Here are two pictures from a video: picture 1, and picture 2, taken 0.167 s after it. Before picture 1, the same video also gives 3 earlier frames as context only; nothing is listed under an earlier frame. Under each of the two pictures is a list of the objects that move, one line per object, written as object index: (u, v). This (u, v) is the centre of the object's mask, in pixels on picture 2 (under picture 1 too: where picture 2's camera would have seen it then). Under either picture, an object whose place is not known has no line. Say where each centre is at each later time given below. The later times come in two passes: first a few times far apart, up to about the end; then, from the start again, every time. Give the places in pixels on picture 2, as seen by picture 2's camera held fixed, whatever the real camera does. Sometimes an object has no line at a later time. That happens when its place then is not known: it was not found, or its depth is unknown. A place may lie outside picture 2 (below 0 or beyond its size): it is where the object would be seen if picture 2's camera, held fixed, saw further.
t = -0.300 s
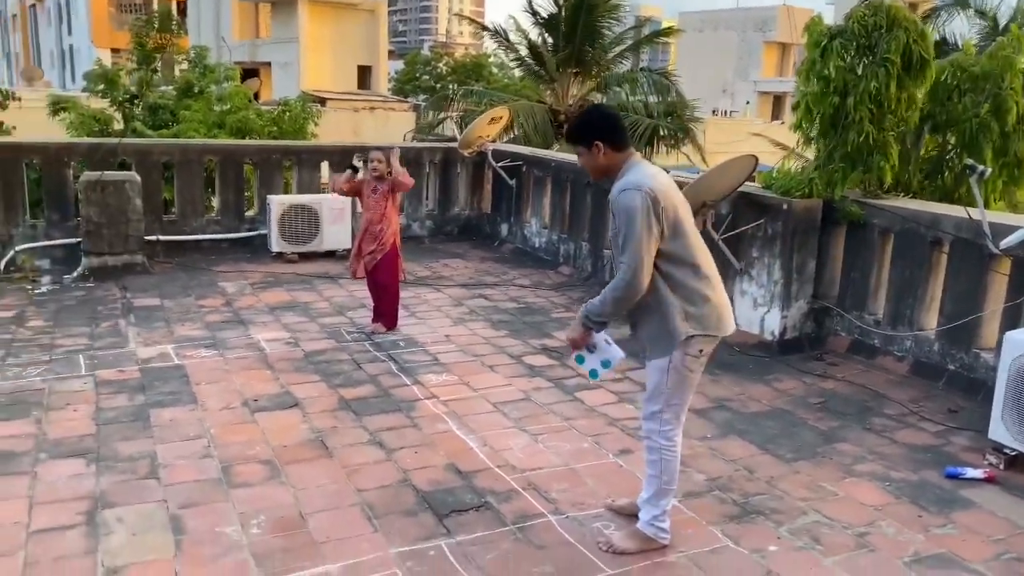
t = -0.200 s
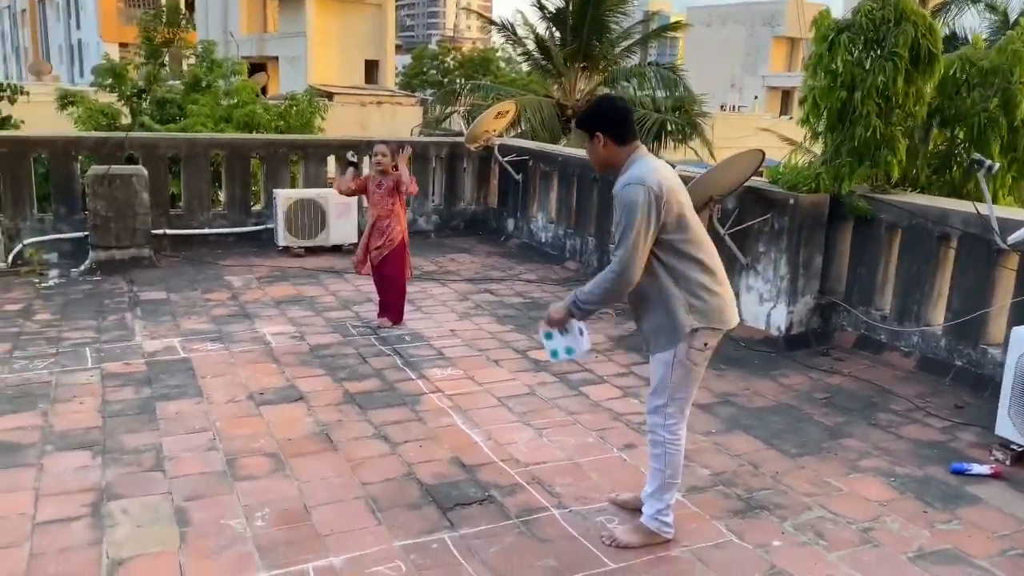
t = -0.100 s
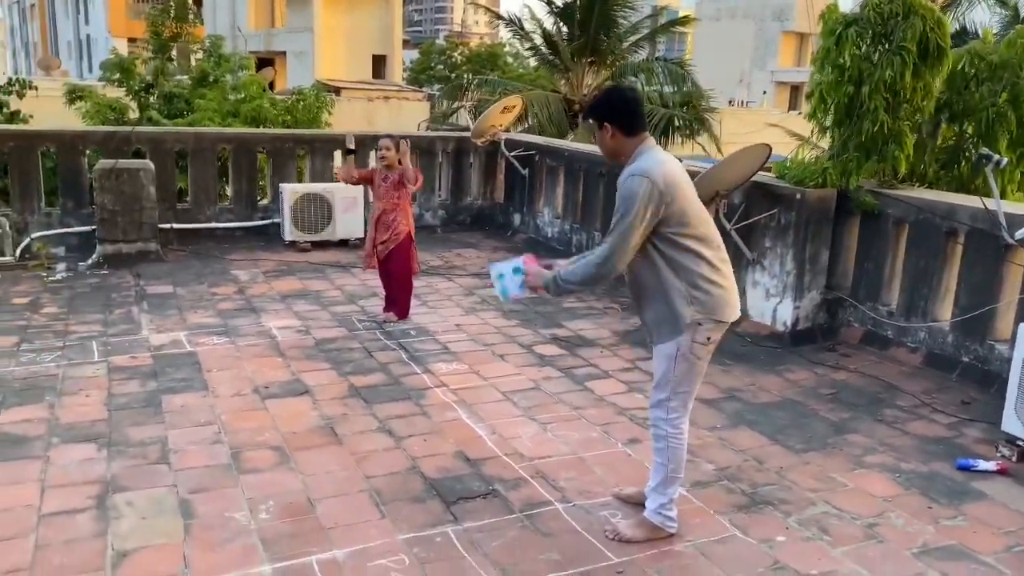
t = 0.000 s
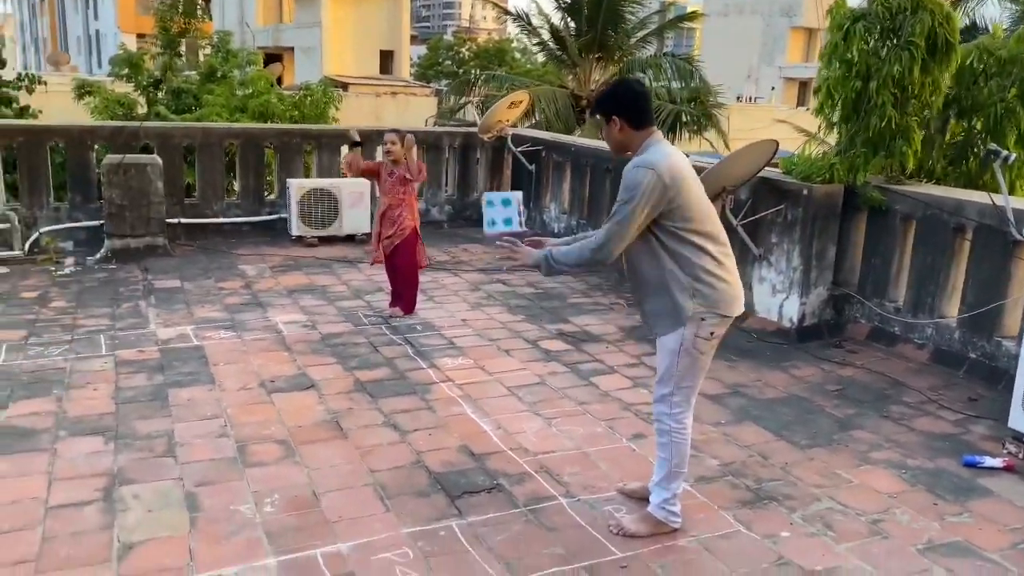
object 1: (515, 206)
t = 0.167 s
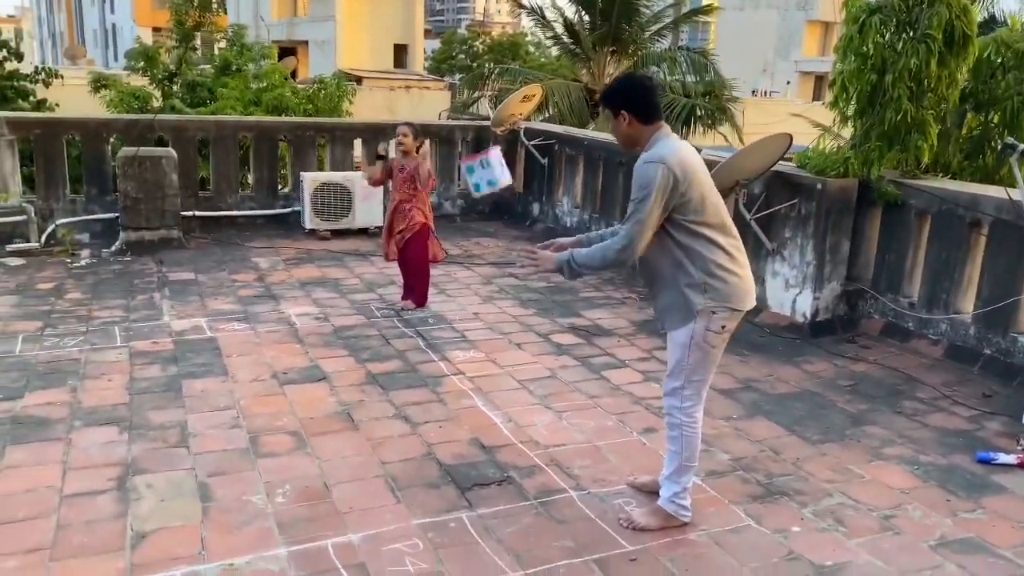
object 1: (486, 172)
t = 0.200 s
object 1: (479, 171)
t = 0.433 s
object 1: (445, 238)
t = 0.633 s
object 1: (413, 371)
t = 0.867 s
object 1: (364, 396)
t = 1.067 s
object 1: (320, 399)
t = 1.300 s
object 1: (273, 408)
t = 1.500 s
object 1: (252, 410)
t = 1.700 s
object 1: (248, 407)
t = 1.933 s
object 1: (251, 410)
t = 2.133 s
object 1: (251, 410)
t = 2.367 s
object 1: (251, 410)
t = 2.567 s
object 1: (251, 411)
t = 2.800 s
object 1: (251, 411)
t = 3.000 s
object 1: (251, 410)
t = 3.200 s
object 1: (251, 411)
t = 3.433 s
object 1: (251, 410)
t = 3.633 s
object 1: (251, 410)
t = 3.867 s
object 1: (251, 411)
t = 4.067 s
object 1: (251, 410)
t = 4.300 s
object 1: (251, 410)
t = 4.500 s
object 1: (250, 410)
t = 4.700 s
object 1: (250, 410)
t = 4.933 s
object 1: (250, 410)
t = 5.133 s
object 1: (250, 409)
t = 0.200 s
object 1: (479, 171)
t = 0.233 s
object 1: (473, 174)
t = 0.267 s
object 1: (467, 177)
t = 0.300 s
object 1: (462, 185)
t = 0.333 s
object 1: (457, 194)
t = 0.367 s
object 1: (453, 204)
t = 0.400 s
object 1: (448, 219)
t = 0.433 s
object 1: (445, 238)
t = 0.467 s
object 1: (440, 256)
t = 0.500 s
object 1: (435, 277)
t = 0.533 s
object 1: (429, 301)
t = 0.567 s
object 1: (423, 323)
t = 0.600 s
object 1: (417, 346)
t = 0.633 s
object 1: (413, 371)
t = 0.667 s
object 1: (408, 399)
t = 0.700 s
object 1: (403, 410)
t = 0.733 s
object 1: (395, 402)
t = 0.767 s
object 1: (387, 398)
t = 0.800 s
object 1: (379, 395)
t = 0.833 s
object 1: (372, 394)
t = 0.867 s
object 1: (364, 396)
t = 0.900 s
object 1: (356, 397)
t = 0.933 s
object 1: (348, 402)
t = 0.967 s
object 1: (341, 410)
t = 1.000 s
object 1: (333, 410)
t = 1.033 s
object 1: (327, 405)
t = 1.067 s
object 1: (320, 399)
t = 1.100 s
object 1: (311, 397)
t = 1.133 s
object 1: (304, 399)
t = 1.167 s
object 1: (296, 401)
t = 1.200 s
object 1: (290, 404)
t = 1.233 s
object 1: (285, 404)
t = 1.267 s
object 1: (279, 405)
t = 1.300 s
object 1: (273, 408)
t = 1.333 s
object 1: (268, 408)
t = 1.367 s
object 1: (264, 408)
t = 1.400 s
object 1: (260, 409)
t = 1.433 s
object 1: (257, 409)
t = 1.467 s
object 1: (254, 409)
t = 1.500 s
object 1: (252, 410)
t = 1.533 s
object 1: (251, 411)
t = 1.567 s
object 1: (250, 409)
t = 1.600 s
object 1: (250, 408)
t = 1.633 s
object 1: (249, 408)
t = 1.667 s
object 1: (248, 408)
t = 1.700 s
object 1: (248, 407)
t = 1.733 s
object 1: (248, 408)
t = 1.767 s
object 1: (249, 408)
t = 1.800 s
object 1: (249, 408)
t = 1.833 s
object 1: (250, 409)
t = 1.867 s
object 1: (251, 410)
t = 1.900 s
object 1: (251, 410)
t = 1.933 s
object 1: (251, 410)
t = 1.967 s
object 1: (251, 410)
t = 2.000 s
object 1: (251, 410)
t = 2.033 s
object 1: (251, 410)
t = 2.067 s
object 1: (251, 410)
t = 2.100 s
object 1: (251, 410)
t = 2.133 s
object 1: (251, 410)
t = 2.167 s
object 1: (251, 410)
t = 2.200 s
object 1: (251, 410)
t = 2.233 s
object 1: (251, 410)
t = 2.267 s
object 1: (251, 410)
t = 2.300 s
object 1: (251, 410)
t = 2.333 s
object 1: (251, 410)
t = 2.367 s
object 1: (251, 410)
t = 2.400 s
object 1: (251, 410)
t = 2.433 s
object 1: (251, 410)
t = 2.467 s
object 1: (251, 411)
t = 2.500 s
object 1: (251, 411)
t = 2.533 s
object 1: (251, 411)
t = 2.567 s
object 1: (251, 411)
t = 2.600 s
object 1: (251, 411)
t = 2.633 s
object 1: (251, 410)
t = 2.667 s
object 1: (251, 410)
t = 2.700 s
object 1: (251, 411)
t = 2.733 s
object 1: (251, 411)
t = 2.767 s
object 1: (251, 411)
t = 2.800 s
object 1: (251, 411)
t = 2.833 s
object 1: (251, 411)
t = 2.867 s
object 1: (251, 411)
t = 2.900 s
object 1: (251, 410)
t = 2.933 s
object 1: (251, 411)
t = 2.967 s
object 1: (251, 410)
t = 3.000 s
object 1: (251, 410)
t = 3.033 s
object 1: (251, 410)
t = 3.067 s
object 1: (251, 410)
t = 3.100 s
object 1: (251, 410)
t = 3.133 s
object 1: (251, 411)
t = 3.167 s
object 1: (251, 411)
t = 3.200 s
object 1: (251, 411)
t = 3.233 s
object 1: (251, 411)
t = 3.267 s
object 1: (251, 411)
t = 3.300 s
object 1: (251, 411)
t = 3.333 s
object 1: (251, 410)
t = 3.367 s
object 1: (251, 410)
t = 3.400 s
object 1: (251, 410)
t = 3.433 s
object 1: (251, 410)
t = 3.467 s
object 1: (251, 410)
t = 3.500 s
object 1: (251, 410)
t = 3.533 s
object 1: (251, 410)
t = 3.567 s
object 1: (251, 410)
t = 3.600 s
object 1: (251, 411)
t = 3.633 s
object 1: (251, 410)
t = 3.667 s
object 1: (251, 411)
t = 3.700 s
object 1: (251, 411)
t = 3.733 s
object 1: (251, 410)
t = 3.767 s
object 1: (251, 410)
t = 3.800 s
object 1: (251, 410)
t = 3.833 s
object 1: (251, 410)
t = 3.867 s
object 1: (251, 411)
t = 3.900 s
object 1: (251, 410)
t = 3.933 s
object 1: (251, 410)
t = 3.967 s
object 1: (251, 410)
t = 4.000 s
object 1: (251, 410)
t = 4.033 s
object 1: (251, 410)
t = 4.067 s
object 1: (251, 410)
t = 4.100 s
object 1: (251, 410)
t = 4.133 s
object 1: (251, 410)
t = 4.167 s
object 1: (251, 410)
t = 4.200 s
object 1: (251, 410)
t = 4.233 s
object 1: (251, 410)
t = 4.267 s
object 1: (251, 410)
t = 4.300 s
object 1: (251, 410)
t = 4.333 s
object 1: (250, 410)
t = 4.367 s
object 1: (250, 410)
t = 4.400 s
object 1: (250, 410)
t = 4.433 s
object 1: (250, 410)
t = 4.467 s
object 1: (250, 410)
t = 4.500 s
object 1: (250, 410)
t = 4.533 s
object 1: (250, 410)
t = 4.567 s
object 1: (250, 410)
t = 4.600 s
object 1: (250, 410)
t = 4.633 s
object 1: (250, 410)
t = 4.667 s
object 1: (250, 410)
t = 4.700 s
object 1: (250, 410)
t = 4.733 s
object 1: (250, 410)
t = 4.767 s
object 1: (250, 410)
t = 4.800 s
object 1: (250, 410)
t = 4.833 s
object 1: (250, 410)
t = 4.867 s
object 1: (250, 410)
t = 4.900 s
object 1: (250, 410)
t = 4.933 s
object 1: (250, 410)
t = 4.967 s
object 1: (250, 409)
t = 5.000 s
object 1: (250, 410)
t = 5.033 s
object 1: (250, 409)
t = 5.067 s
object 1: (250, 409)
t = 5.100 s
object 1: (250, 409)
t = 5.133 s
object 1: (250, 409)
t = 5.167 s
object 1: (250, 409)
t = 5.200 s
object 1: (250, 409)
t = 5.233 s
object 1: (250, 409)
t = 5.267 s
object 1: (250, 409)
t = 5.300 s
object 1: (250, 409)
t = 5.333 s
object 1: (250, 409)
